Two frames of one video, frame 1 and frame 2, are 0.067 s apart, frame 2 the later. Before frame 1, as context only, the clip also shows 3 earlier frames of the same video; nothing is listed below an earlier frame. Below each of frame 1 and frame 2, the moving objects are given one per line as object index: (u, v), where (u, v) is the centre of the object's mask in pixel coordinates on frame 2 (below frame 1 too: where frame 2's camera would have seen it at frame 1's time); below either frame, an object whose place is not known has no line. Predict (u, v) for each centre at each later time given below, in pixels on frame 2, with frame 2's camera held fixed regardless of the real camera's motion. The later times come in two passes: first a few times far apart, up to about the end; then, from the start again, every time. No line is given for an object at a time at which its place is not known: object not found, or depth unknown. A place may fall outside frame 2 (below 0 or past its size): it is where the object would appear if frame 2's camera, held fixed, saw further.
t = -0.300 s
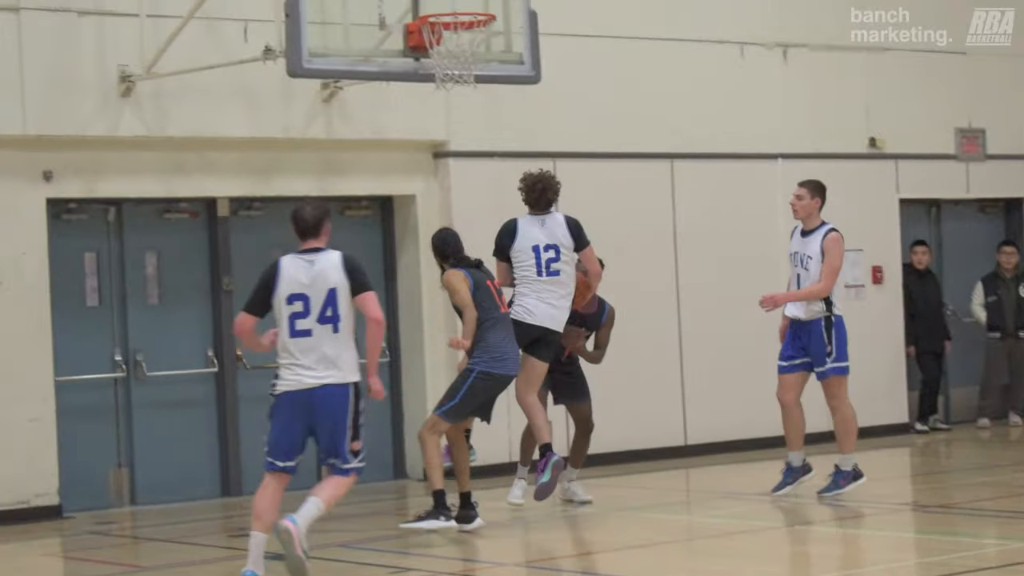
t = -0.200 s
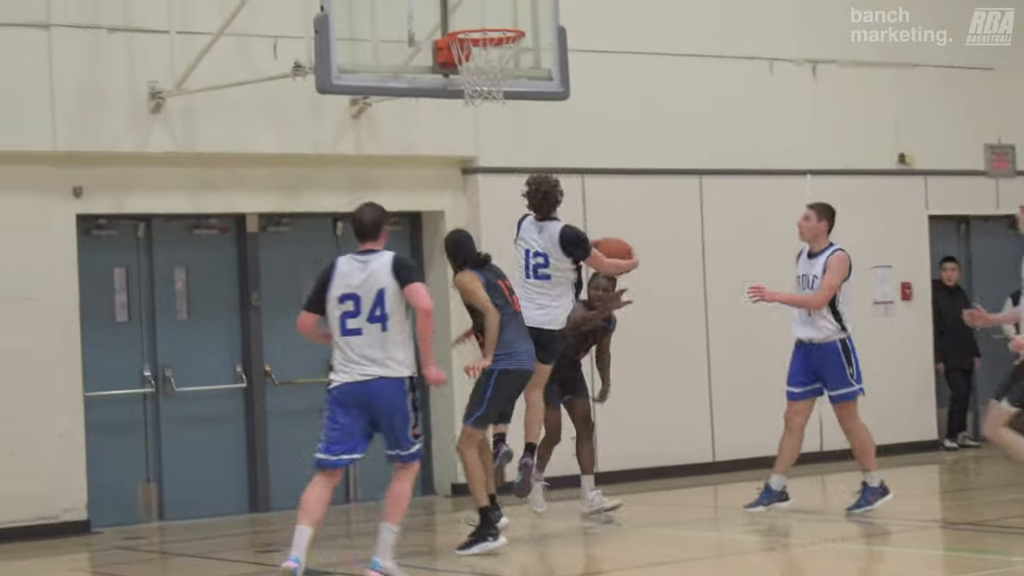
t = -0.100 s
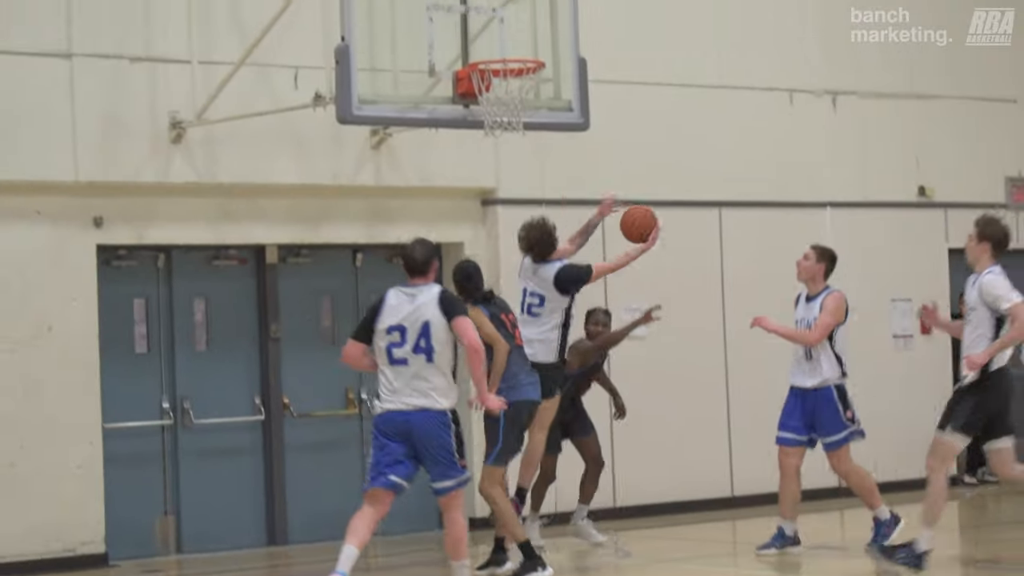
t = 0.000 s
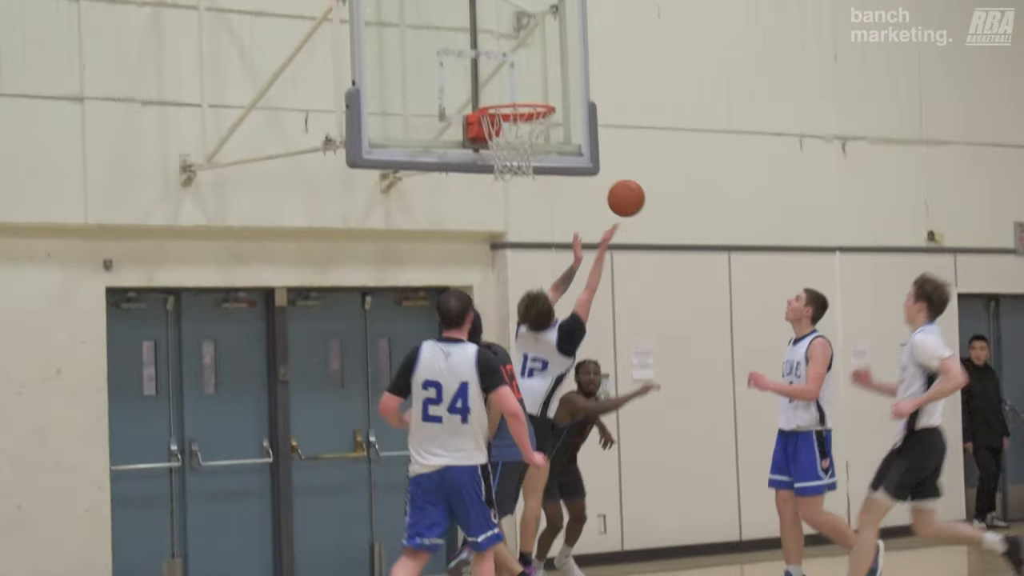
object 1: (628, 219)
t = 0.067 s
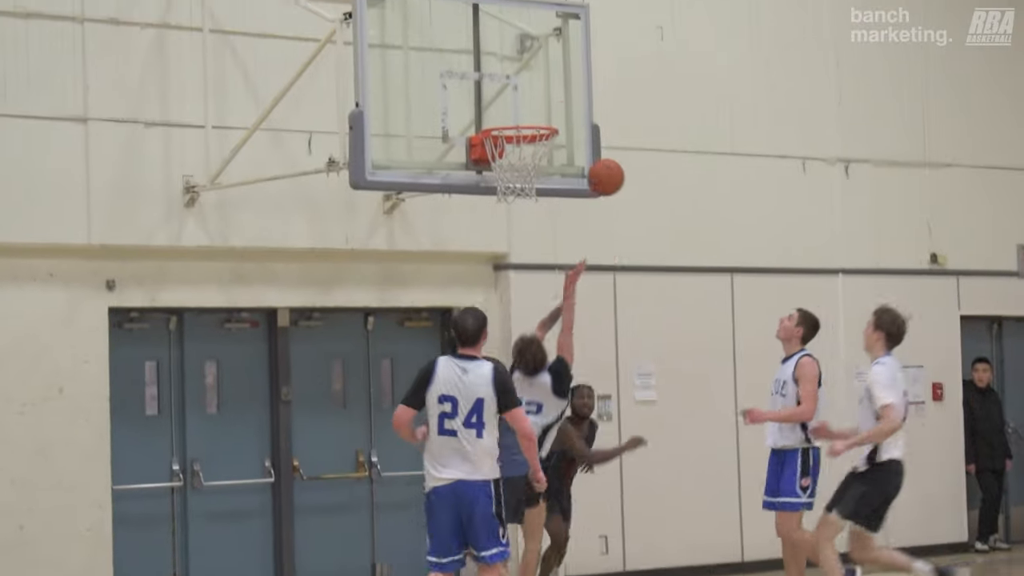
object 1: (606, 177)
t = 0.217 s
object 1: (556, 107)
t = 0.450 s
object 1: (524, 83)
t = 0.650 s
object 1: (525, 115)
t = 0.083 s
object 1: (600, 168)
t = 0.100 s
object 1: (594, 159)
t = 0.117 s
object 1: (589, 150)
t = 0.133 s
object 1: (583, 142)
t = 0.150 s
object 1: (578, 134)
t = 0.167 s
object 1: (573, 126)
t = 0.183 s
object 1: (567, 119)
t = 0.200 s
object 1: (562, 112)
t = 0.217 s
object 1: (556, 107)
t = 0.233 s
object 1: (550, 101)
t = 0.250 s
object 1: (545, 96)
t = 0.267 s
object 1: (539, 91)
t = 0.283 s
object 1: (534, 86)
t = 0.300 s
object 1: (530, 83)
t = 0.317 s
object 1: (529, 81)
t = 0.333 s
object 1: (528, 80)
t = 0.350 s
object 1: (527, 79)
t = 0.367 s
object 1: (527, 79)
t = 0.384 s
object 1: (526, 79)
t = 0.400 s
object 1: (526, 79)
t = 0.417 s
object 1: (525, 80)
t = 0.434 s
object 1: (524, 81)
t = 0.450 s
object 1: (524, 83)
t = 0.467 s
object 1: (523, 85)
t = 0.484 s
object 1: (522, 87)
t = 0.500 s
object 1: (521, 91)
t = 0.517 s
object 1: (521, 94)
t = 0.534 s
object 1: (520, 98)
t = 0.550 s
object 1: (520, 103)
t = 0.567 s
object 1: (519, 108)
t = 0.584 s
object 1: (519, 112)
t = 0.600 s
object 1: (519, 114)
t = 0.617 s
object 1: (521, 114)
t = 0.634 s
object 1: (523, 118)
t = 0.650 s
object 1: (525, 115)
